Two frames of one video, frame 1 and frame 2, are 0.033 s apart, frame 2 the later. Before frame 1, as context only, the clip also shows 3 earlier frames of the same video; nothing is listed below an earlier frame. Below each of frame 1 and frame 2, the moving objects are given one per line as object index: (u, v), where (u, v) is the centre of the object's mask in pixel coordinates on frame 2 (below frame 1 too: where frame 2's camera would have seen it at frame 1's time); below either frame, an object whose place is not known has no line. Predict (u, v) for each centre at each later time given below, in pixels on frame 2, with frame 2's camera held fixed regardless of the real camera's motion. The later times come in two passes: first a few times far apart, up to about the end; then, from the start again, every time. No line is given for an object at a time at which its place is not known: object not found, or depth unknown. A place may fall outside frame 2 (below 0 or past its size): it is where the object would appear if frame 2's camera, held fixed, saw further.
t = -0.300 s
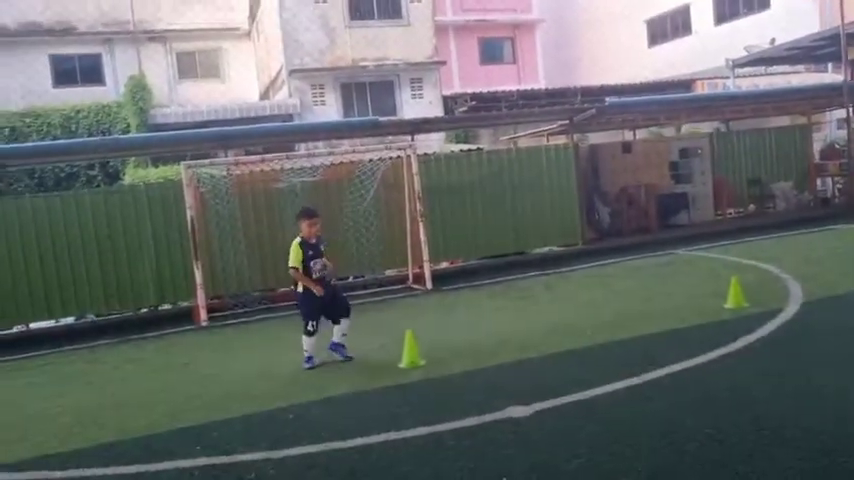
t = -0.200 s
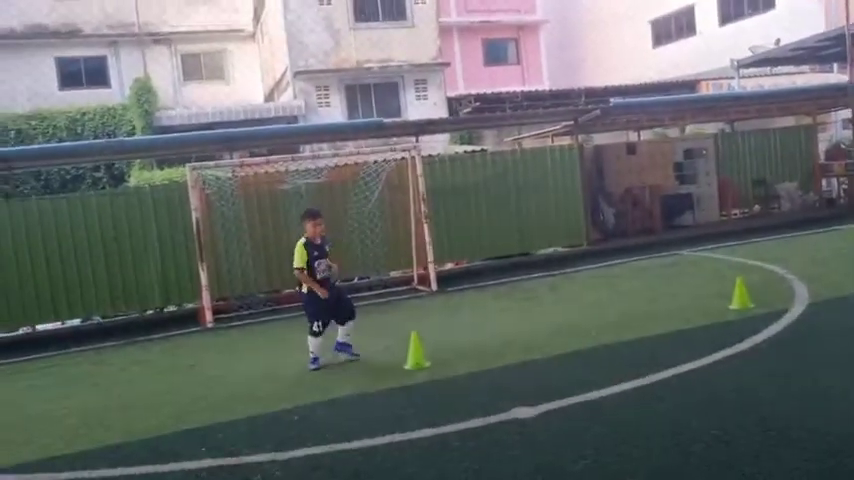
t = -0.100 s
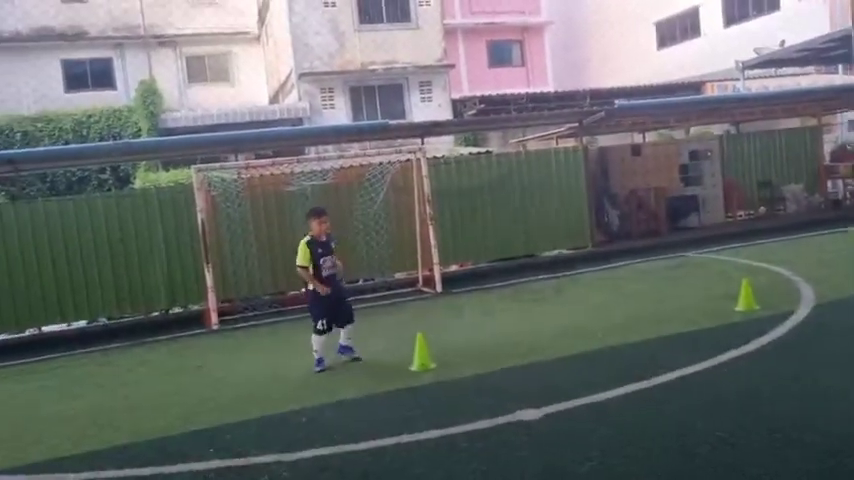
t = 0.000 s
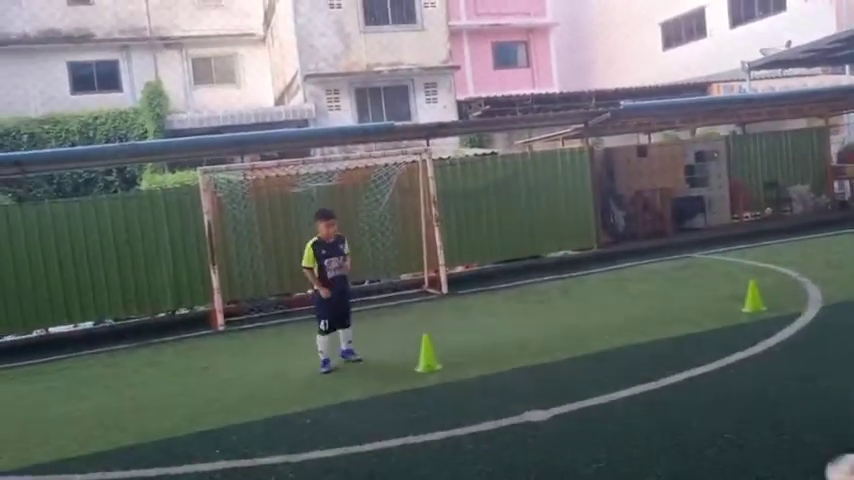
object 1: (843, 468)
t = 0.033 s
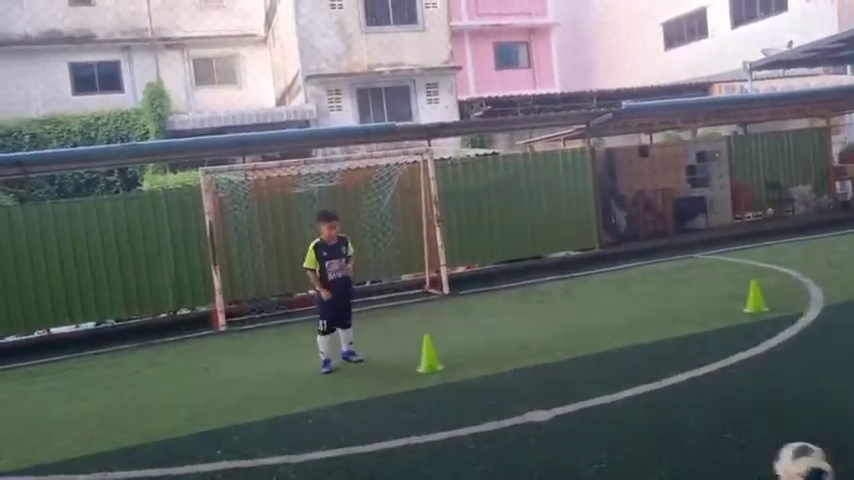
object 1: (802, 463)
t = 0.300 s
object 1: (535, 413)
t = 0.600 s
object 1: (396, 382)
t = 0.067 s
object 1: (754, 456)
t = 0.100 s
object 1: (709, 450)
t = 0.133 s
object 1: (673, 441)
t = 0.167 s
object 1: (640, 433)
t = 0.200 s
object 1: (611, 427)
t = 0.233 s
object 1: (583, 424)
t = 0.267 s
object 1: (558, 418)
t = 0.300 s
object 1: (535, 413)
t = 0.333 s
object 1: (516, 410)
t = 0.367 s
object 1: (498, 404)
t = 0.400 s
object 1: (482, 399)
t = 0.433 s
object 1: (465, 396)
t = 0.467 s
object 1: (449, 396)
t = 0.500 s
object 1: (436, 393)
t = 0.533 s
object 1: (422, 387)
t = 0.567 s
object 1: (409, 384)
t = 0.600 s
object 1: (396, 382)
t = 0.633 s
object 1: (385, 382)
